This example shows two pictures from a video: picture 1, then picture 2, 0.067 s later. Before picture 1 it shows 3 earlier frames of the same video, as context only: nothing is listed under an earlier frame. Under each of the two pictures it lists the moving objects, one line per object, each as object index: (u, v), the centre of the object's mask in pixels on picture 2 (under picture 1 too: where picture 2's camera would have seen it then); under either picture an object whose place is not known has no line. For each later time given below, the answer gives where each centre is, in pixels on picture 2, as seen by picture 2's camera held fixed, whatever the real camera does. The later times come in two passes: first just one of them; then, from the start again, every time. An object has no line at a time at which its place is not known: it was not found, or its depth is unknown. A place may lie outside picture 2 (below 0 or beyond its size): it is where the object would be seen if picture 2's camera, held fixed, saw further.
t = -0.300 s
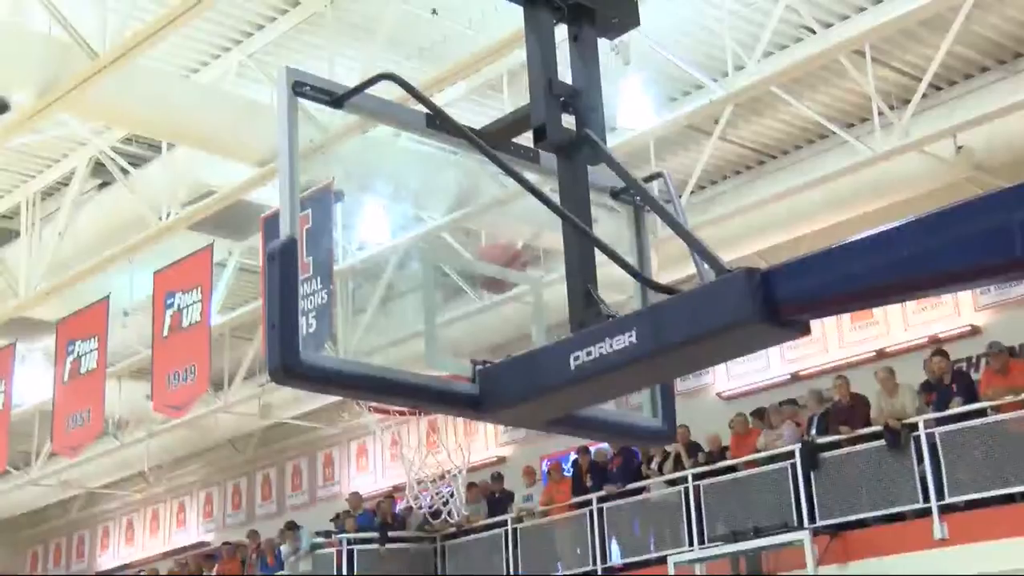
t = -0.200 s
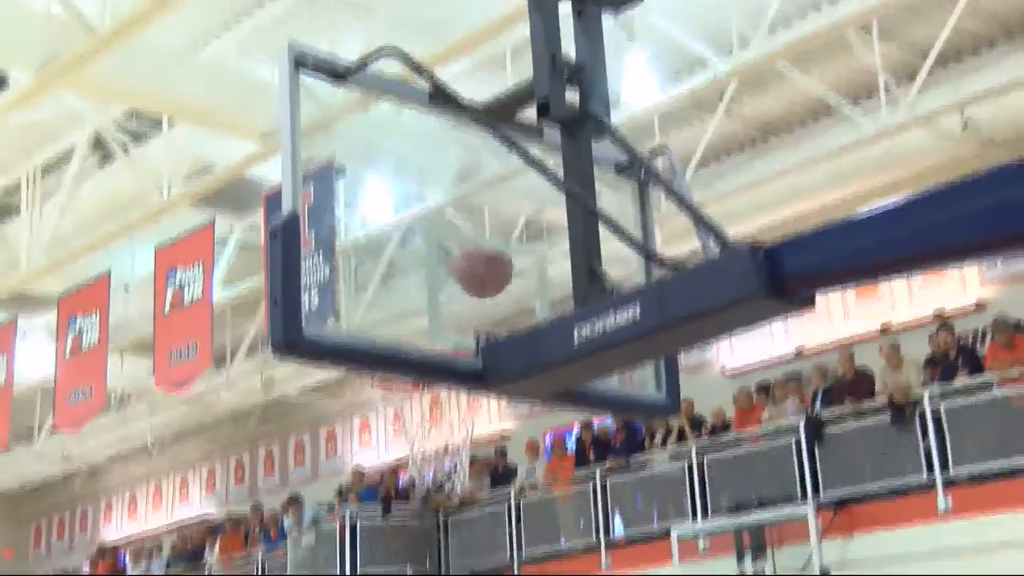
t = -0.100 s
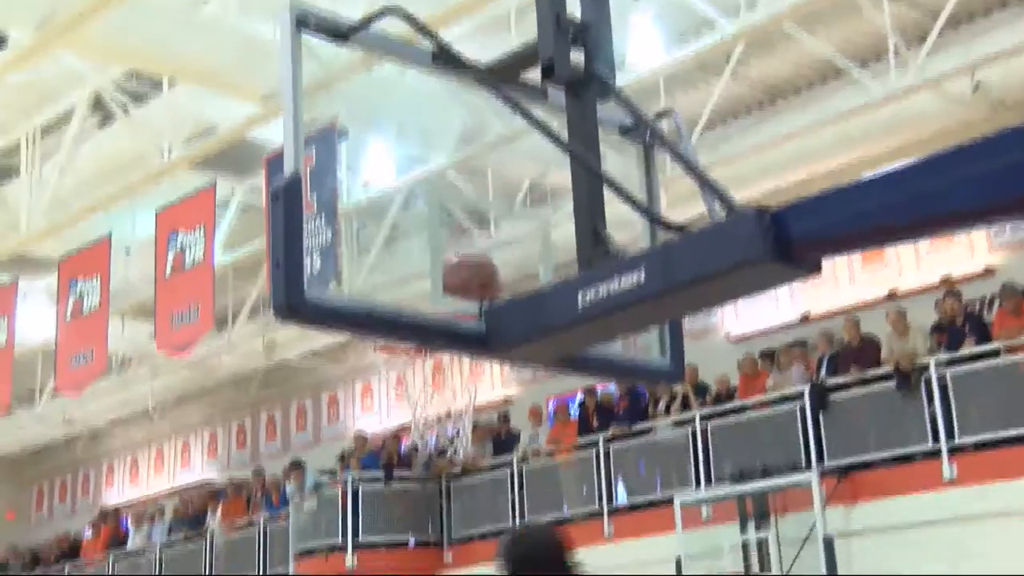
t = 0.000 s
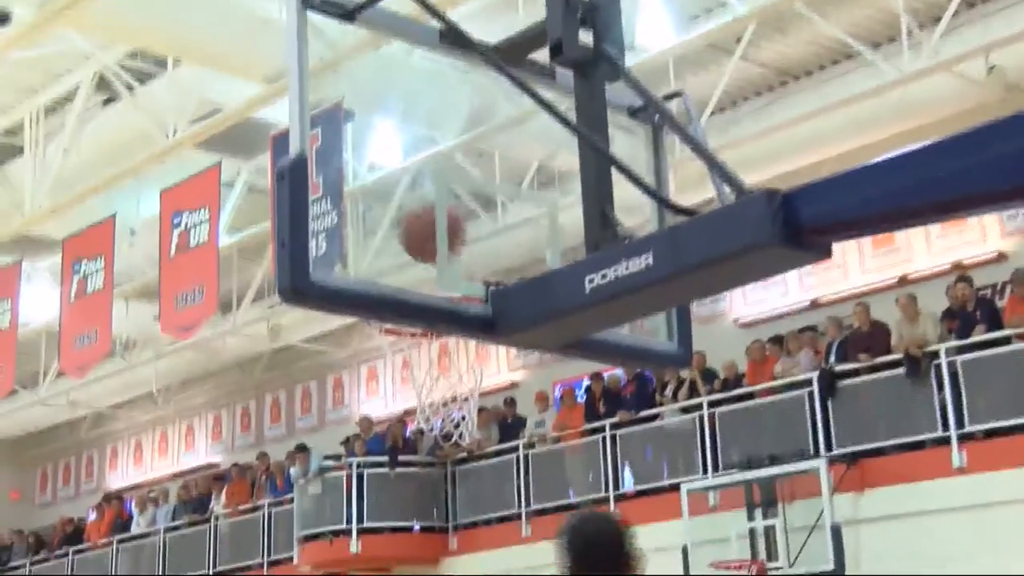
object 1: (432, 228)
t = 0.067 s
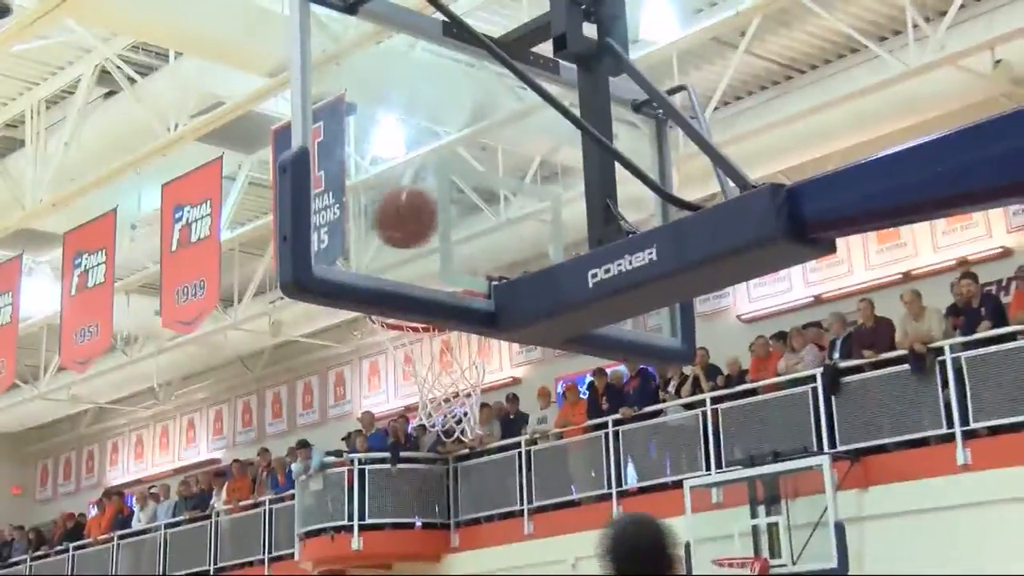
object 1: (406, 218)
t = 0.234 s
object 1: (337, 239)
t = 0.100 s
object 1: (391, 217)
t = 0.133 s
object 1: (377, 218)
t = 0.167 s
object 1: (362, 224)
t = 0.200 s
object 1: (348, 231)
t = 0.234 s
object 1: (337, 239)
